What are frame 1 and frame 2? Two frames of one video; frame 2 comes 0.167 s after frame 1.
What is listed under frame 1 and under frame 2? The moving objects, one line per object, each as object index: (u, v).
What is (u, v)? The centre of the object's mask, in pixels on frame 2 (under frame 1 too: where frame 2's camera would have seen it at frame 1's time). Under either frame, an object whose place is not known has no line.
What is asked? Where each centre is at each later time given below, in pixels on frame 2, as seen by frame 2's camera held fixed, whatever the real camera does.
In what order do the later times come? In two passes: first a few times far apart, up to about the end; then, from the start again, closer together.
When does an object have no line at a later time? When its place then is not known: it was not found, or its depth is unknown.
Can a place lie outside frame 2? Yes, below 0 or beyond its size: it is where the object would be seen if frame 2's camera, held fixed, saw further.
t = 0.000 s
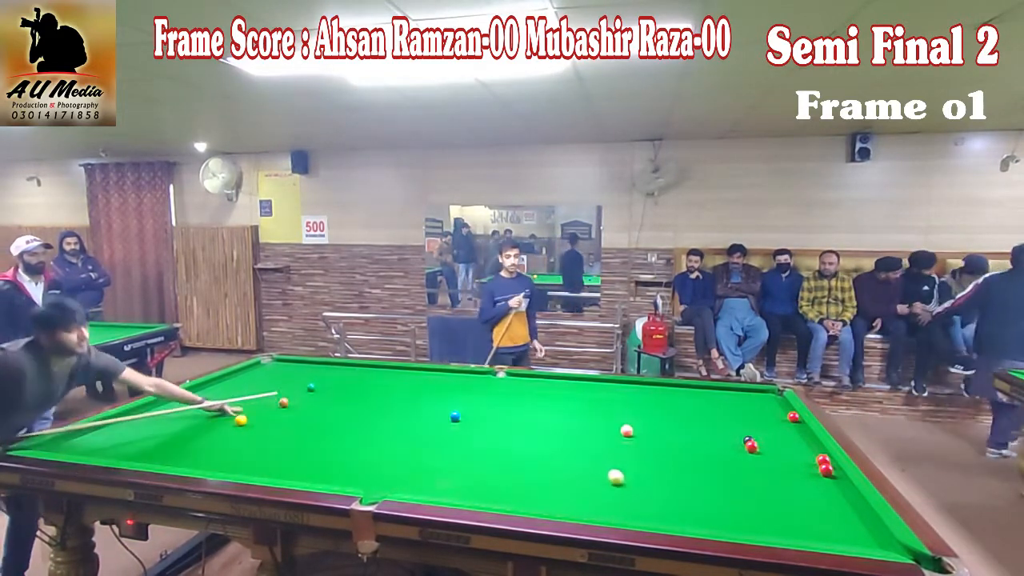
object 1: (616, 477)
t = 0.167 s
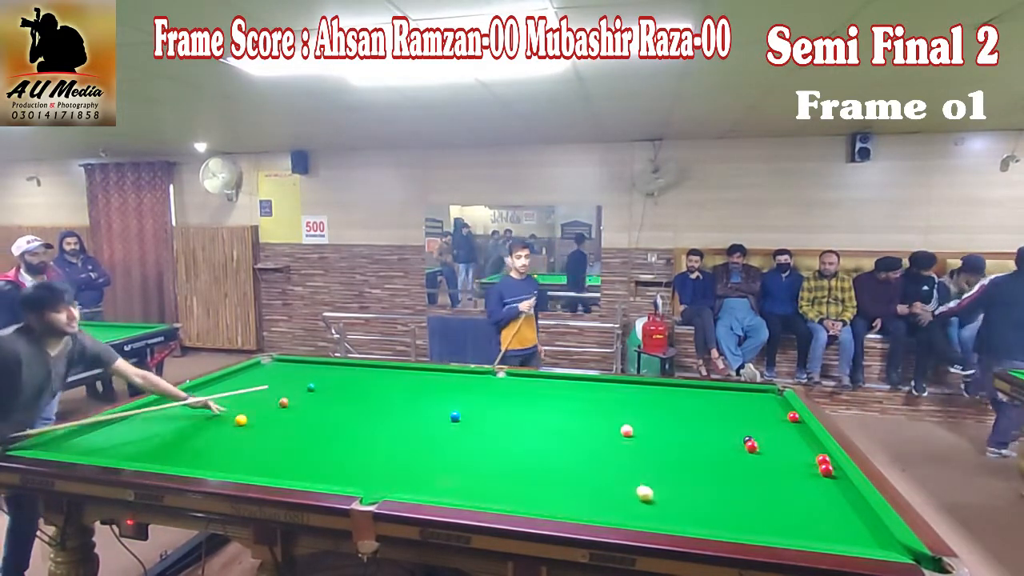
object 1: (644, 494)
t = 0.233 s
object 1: (657, 501)
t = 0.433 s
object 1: (697, 521)
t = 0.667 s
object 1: (729, 520)
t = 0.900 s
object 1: (754, 511)
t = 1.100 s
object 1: (772, 504)
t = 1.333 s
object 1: (792, 496)
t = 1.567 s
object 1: (809, 489)
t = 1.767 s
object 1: (822, 483)
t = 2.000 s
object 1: (838, 476)
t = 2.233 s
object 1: (835, 474)
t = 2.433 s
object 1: (833, 473)
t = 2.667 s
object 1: (832, 472)
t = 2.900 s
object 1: (832, 472)
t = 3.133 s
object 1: (832, 472)
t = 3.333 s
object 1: (832, 472)
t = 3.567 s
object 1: (832, 472)
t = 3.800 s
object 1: (832, 472)
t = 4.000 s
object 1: (832, 472)
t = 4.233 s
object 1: (832, 472)
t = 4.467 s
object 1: (832, 472)
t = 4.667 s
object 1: (832, 472)
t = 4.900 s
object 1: (832, 473)
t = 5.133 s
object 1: (833, 472)
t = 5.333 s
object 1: (832, 473)
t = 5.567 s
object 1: (832, 472)
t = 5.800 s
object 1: (832, 472)
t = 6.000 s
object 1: (832, 472)
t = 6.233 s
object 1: (832, 472)
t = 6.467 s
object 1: (832, 472)
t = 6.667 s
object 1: (832, 472)
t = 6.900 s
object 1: (832, 472)
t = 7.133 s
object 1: (832, 472)
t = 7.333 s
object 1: (832, 472)
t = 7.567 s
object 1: (832, 472)
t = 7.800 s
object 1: (832, 472)
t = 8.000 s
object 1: (832, 472)
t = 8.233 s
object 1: (832, 472)
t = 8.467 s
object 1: (832, 472)
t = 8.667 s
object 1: (832, 472)
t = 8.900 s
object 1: (832, 472)
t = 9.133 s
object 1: (832, 472)
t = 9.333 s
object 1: (832, 472)
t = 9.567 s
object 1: (832, 472)
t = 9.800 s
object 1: (832, 472)
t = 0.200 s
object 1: (651, 498)
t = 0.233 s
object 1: (657, 501)
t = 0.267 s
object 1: (664, 505)
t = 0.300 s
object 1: (670, 508)
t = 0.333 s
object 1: (677, 512)
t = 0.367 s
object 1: (684, 516)
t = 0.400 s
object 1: (691, 518)
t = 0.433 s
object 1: (697, 521)
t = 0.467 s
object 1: (705, 525)
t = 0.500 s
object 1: (711, 526)
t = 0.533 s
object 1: (715, 525)
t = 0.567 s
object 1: (718, 523)
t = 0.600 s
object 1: (722, 523)
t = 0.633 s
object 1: (726, 522)
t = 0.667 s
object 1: (729, 520)
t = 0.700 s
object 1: (733, 519)
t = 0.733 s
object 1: (737, 518)
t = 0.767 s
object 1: (740, 516)
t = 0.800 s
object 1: (744, 515)
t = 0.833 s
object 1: (747, 514)
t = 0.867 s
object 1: (750, 512)
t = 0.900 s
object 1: (754, 511)
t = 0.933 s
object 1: (757, 510)
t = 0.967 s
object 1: (760, 509)
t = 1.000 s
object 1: (763, 507)
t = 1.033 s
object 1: (766, 506)
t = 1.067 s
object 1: (769, 505)
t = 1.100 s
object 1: (772, 504)
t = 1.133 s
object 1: (775, 503)
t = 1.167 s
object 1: (778, 501)
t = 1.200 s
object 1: (781, 500)
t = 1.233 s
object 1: (784, 499)
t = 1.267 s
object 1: (786, 498)
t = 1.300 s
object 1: (789, 497)
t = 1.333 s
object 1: (792, 496)
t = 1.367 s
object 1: (794, 495)
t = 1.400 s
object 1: (797, 494)
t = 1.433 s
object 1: (799, 493)
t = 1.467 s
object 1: (802, 492)
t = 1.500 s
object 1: (804, 491)
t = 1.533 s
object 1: (807, 490)
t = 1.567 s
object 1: (809, 489)
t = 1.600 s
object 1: (811, 488)
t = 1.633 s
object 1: (813, 487)
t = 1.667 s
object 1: (816, 486)
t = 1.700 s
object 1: (818, 485)
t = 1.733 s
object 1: (820, 484)
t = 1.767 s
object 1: (822, 483)
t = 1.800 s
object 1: (824, 482)
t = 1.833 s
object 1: (826, 482)
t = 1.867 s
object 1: (828, 481)
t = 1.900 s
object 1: (831, 480)
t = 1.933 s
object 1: (833, 479)
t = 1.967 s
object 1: (837, 477)
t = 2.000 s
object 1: (838, 476)
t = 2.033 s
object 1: (839, 476)
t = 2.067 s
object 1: (838, 475)
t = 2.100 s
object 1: (837, 474)
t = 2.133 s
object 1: (836, 474)
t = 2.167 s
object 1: (836, 474)
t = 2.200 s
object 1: (836, 474)
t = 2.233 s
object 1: (835, 474)
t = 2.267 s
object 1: (835, 473)
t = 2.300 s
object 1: (834, 473)
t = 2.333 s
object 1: (834, 473)
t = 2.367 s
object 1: (834, 473)
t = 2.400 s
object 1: (834, 473)
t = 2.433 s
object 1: (833, 473)
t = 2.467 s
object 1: (833, 473)
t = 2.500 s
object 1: (833, 473)
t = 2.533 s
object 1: (833, 473)
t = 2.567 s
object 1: (833, 473)
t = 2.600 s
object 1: (832, 473)
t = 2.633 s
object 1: (832, 472)
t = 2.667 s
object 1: (832, 472)
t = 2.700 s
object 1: (832, 472)
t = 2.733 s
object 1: (832, 472)
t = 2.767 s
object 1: (832, 472)
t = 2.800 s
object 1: (832, 472)
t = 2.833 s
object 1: (832, 472)
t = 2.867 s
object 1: (832, 472)
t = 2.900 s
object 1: (832, 472)
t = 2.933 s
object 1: (832, 472)
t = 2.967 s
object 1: (832, 472)
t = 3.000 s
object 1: (832, 472)
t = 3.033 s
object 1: (832, 472)
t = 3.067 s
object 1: (832, 472)
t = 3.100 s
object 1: (832, 472)
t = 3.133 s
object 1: (832, 472)
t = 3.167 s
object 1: (832, 472)
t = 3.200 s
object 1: (832, 472)
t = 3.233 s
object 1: (832, 472)
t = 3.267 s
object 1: (832, 472)
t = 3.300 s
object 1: (832, 472)
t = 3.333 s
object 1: (832, 472)
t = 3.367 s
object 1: (832, 472)
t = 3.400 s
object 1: (832, 472)
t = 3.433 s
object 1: (832, 472)
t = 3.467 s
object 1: (832, 472)
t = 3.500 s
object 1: (832, 472)
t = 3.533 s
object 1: (832, 472)
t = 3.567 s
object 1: (832, 472)
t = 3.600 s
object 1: (832, 472)
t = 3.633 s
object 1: (832, 472)
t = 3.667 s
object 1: (832, 472)
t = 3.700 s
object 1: (832, 472)
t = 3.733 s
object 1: (832, 472)
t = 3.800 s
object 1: (832, 472)
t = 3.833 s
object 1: (832, 472)
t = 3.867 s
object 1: (832, 472)
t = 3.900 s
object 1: (831, 472)
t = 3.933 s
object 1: (832, 472)
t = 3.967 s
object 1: (832, 472)
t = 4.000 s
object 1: (832, 472)
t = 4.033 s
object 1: (832, 472)
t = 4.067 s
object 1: (832, 472)
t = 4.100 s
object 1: (832, 472)
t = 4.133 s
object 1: (832, 472)
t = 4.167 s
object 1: (832, 472)
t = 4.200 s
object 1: (832, 472)
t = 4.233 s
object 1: (832, 472)
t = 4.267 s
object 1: (832, 472)
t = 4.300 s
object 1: (832, 472)
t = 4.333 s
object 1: (832, 472)
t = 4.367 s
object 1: (832, 472)
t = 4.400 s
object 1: (832, 472)
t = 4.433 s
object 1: (832, 472)
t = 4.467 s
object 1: (832, 472)
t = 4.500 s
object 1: (832, 472)
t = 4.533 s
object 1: (832, 472)
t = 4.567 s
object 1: (832, 472)
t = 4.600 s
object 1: (832, 472)
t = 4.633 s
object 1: (832, 472)
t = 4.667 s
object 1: (832, 472)
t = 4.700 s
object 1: (832, 472)
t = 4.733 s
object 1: (832, 472)
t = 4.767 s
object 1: (832, 472)
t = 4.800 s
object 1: (832, 472)
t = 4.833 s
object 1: (832, 472)
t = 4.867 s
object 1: (832, 472)
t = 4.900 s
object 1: (832, 473)
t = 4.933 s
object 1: (832, 472)
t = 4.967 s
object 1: (832, 473)
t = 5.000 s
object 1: (832, 472)
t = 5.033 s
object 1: (832, 472)
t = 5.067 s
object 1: (832, 473)
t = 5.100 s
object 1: (832, 472)
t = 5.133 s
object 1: (833, 472)
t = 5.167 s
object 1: (832, 473)
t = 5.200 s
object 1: (832, 473)
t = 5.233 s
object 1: (833, 473)
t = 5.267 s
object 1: (832, 472)
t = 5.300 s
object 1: (832, 473)
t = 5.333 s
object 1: (832, 473)
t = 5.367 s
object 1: (832, 473)
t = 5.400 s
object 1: (832, 472)
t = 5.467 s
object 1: (832, 472)
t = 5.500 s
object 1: (832, 473)
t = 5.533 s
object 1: (832, 472)
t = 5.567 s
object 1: (832, 472)
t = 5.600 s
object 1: (832, 472)
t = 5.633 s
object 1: (832, 472)
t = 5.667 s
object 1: (832, 472)
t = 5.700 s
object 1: (832, 472)
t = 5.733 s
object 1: (832, 472)
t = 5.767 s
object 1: (832, 472)
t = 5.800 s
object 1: (832, 472)
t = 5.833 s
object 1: (832, 472)
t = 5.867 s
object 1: (832, 472)
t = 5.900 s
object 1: (832, 472)
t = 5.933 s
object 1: (832, 472)
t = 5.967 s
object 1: (832, 472)
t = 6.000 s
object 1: (832, 472)
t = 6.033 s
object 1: (832, 472)
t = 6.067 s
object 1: (832, 472)
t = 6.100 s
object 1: (832, 472)
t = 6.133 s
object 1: (832, 472)
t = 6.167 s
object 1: (832, 472)
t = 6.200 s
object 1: (832, 472)
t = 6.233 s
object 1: (832, 472)
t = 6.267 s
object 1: (832, 472)
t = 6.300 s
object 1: (832, 472)
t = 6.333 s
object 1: (832, 472)
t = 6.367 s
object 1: (832, 472)
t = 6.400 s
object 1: (832, 472)
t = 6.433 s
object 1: (832, 472)
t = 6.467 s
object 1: (832, 472)
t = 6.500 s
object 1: (832, 472)
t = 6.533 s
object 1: (832, 472)
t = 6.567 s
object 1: (832, 472)
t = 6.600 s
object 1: (832, 472)
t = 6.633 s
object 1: (832, 472)
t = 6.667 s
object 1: (832, 472)
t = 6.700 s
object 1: (832, 472)
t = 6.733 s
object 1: (832, 472)
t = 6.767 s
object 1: (832, 472)
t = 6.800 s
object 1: (832, 472)
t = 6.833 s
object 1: (832, 472)
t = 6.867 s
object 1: (832, 472)
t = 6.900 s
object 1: (832, 472)
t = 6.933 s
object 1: (832, 472)
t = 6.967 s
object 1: (832, 472)
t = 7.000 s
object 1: (832, 472)
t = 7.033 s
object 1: (832, 472)
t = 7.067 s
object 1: (832, 472)
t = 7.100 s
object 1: (832, 472)
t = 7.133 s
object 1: (832, 472)
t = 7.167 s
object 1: (832, 472)
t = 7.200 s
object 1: (832, 472)
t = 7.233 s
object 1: (832, 472)
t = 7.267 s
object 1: (832, 472)
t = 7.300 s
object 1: (832, 472)
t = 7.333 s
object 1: (832, 472)
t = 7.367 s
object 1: (832, 472)
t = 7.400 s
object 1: (832, 472)
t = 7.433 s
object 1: (832, 472)
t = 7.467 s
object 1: (832, 472)
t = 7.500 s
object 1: (832, 472)
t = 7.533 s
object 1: (832, 472)
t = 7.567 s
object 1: (832, 472)
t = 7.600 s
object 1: (832, 472)
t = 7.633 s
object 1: (832, 472)
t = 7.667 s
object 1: (832, 472)
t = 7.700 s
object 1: (832, 472)
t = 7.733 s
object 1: (832, 472)
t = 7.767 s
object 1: (832, 472)
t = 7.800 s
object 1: (832, 472)
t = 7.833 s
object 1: (832, 472)
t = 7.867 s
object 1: (832, 472)
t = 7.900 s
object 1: (832, 472)
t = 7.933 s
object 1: (832, 472)
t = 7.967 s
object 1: (832, 472)
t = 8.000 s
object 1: (832, 472)
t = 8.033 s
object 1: (832, 472)
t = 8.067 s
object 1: (832, 472)
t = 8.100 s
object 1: (832, 472)
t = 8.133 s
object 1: (832, 472)
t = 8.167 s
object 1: (832, 472)
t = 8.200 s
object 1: (832, 472)
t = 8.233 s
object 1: (832, 472)
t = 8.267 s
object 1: (832, 472)
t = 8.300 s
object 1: (832, 472)
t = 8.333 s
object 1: (832, 472)
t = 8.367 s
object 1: (832, 472)
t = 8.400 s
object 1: (832, 472)
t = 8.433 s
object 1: (832, 472)
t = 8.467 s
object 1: (832, 472)
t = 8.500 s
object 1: (832, 472)
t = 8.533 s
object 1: (832, 472)
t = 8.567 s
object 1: (832, 472)
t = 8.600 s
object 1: (832, 472)
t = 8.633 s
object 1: (832, 472)
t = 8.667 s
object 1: (832, 472)
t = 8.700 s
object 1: (832, 472)
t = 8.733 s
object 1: (832, 472)
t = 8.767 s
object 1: (832, 472)
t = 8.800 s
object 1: (832, 472)
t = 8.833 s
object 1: (832, 472)
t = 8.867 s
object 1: (832, 472)
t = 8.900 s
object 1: (832, 472)
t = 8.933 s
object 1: (832, 472)
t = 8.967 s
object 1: (832, 472)
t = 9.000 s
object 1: (832, 472)
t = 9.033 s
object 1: (832, 472)
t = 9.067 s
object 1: (832, 472)
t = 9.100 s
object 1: (832, 472)
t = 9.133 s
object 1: (832, 472)
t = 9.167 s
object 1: (832, 472)
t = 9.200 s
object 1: (832, 472)
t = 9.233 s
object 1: (832, 472)
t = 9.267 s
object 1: (832, 472)
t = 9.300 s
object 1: (832, 472)
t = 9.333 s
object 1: (832, 472)
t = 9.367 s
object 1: (832, 472)
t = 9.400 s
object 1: (832, 472)
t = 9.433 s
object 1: (832, 472)
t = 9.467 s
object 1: (832, 472)
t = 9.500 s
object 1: (832, 472)
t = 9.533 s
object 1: (832, 472)
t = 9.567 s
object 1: (832, 472)
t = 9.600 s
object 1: (832, 472)
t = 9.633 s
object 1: (832, 472)
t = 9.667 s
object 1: (832, 472)
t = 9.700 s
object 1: (832, 472)
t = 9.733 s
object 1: (832, 472)
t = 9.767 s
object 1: (832, 472)
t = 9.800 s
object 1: (832, 472)
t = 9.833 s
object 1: (832, 472)
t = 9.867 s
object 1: (832, 472)
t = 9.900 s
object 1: (832, 472)
